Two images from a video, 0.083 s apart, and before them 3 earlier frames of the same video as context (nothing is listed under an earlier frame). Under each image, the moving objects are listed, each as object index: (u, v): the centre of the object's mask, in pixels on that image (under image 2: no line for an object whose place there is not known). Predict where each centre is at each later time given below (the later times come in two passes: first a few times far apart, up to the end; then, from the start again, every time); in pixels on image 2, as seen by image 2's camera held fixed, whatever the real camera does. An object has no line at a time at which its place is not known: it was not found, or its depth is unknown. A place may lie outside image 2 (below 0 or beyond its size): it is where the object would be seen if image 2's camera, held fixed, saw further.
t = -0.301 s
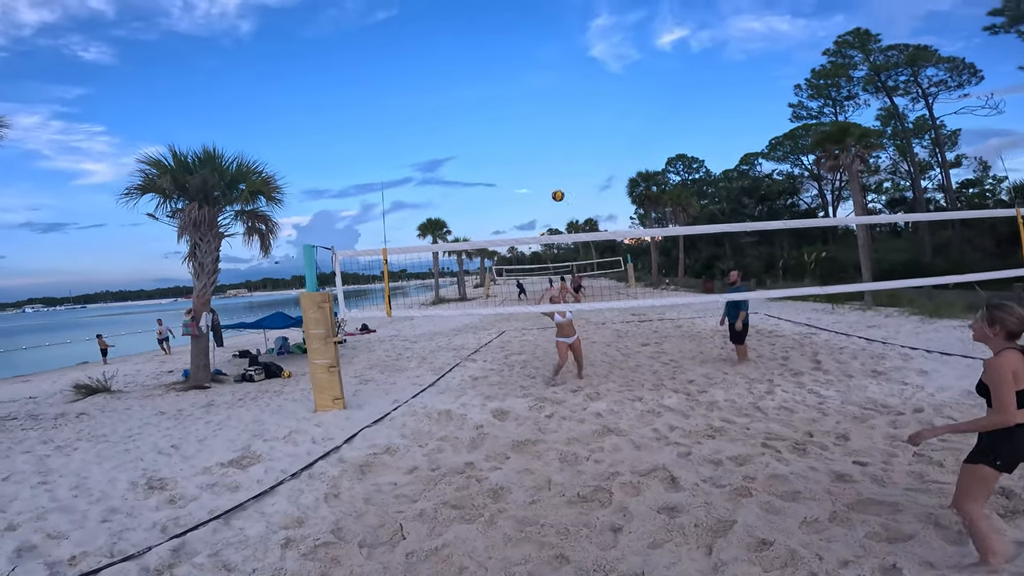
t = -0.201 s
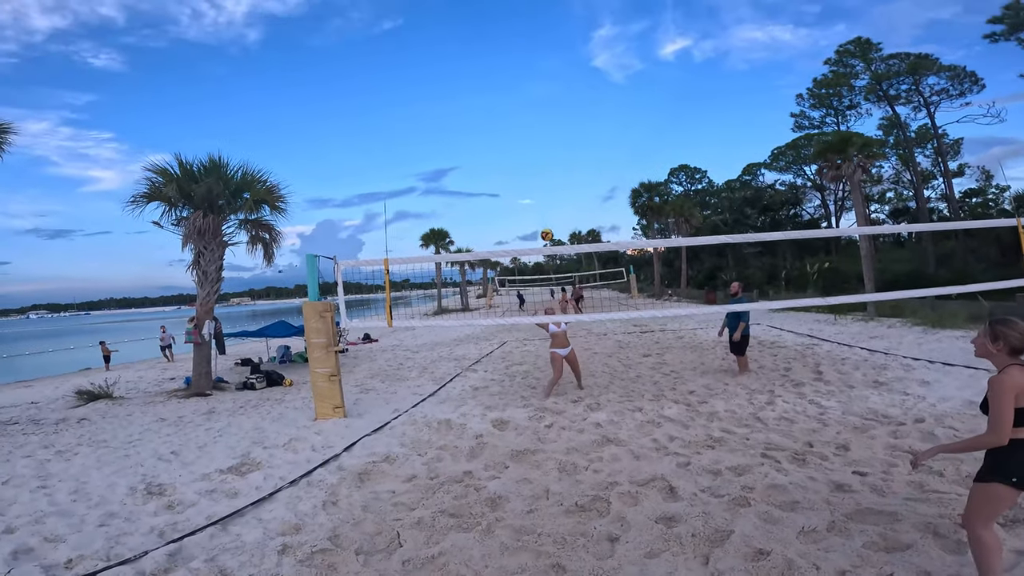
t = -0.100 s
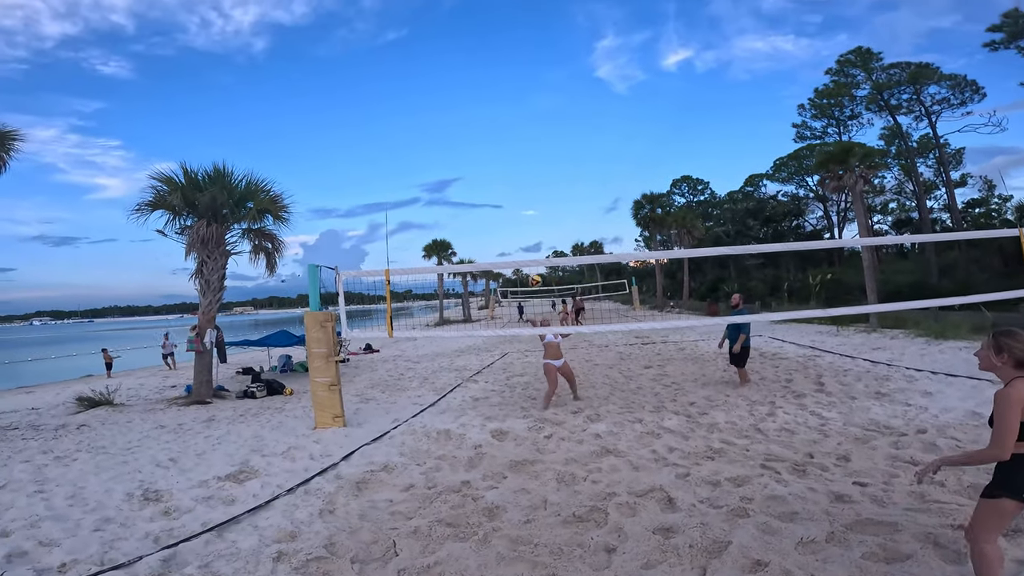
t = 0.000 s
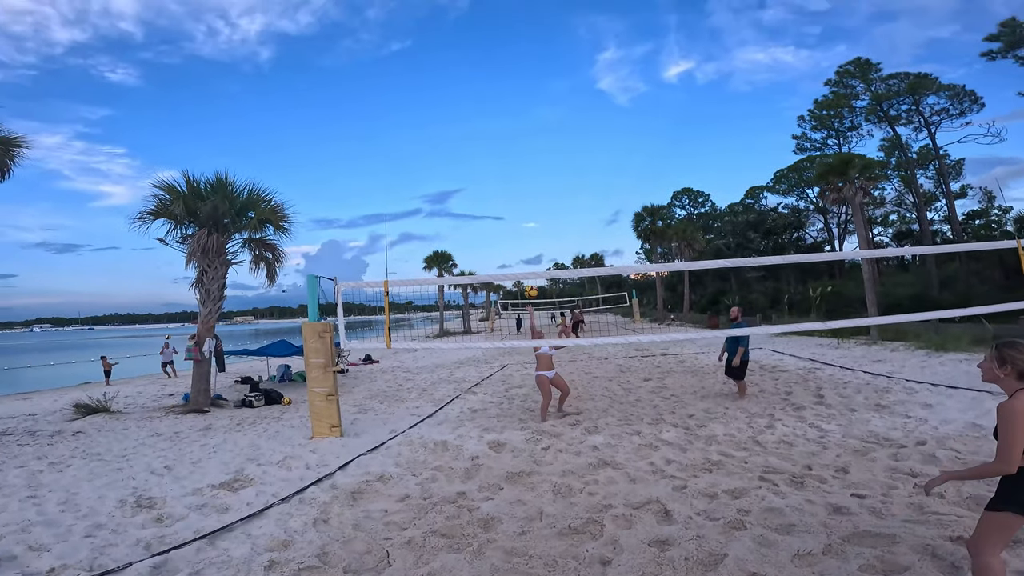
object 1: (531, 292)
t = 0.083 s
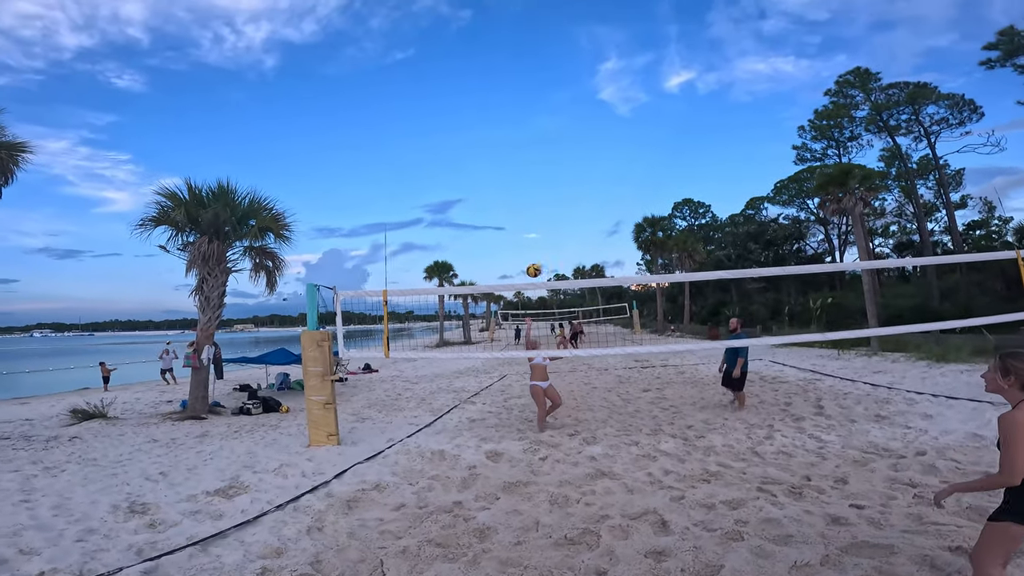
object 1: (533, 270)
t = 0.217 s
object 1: (537, 222)
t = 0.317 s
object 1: (539, 188)
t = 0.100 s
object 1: (534, 264)
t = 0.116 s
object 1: (534, 258)
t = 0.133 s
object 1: (535, 252)
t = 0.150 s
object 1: (535, 245)
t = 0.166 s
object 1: (536, 240)
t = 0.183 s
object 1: (536, 233)
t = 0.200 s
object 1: (537, 227)
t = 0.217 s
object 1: (537, 222)
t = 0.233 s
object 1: (537, 216)
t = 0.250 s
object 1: (538, 210)
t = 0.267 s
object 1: (538, 204)
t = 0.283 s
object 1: (539, 198)
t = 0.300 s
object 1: (539, 193)
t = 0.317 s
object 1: (539, 188)
